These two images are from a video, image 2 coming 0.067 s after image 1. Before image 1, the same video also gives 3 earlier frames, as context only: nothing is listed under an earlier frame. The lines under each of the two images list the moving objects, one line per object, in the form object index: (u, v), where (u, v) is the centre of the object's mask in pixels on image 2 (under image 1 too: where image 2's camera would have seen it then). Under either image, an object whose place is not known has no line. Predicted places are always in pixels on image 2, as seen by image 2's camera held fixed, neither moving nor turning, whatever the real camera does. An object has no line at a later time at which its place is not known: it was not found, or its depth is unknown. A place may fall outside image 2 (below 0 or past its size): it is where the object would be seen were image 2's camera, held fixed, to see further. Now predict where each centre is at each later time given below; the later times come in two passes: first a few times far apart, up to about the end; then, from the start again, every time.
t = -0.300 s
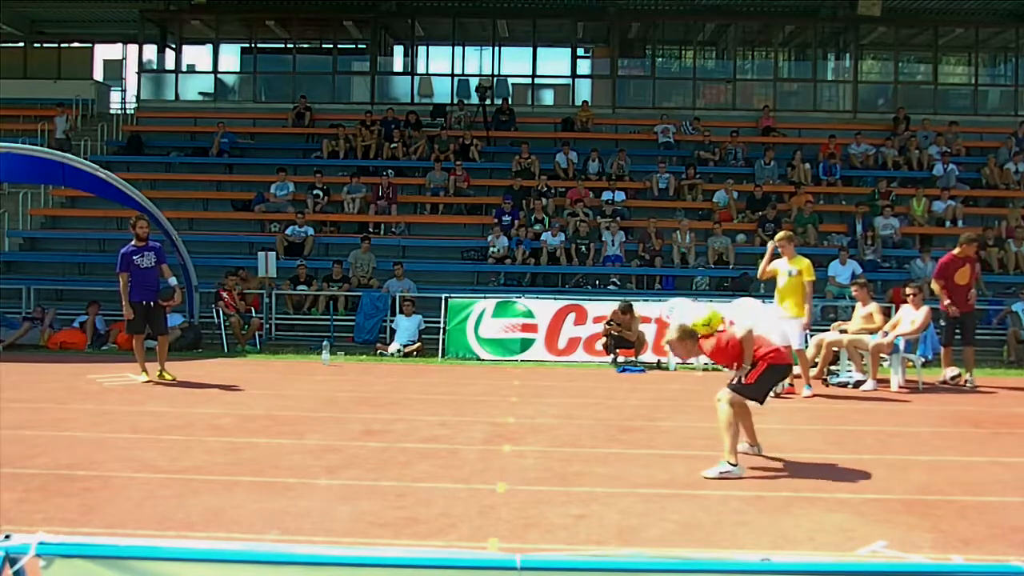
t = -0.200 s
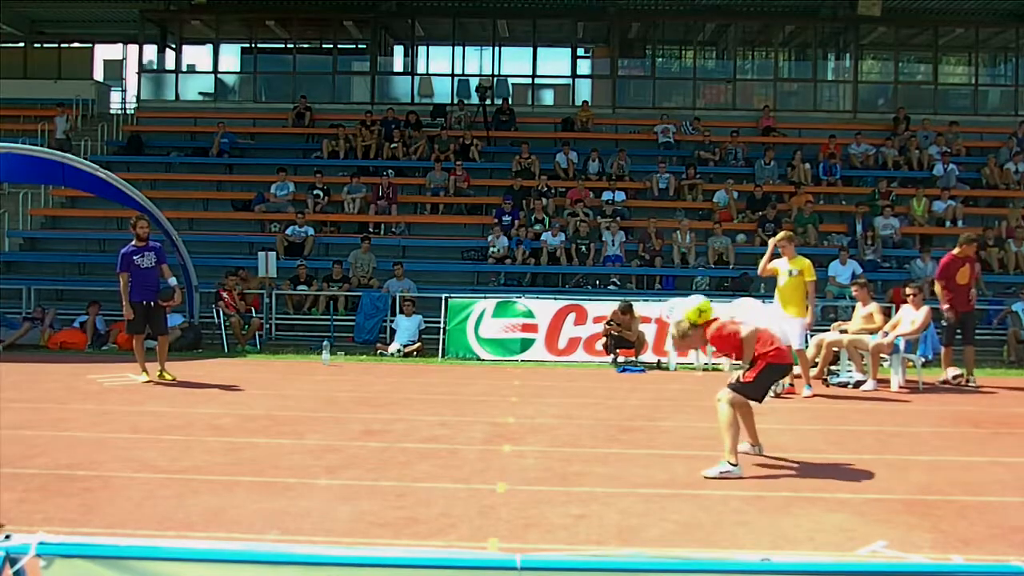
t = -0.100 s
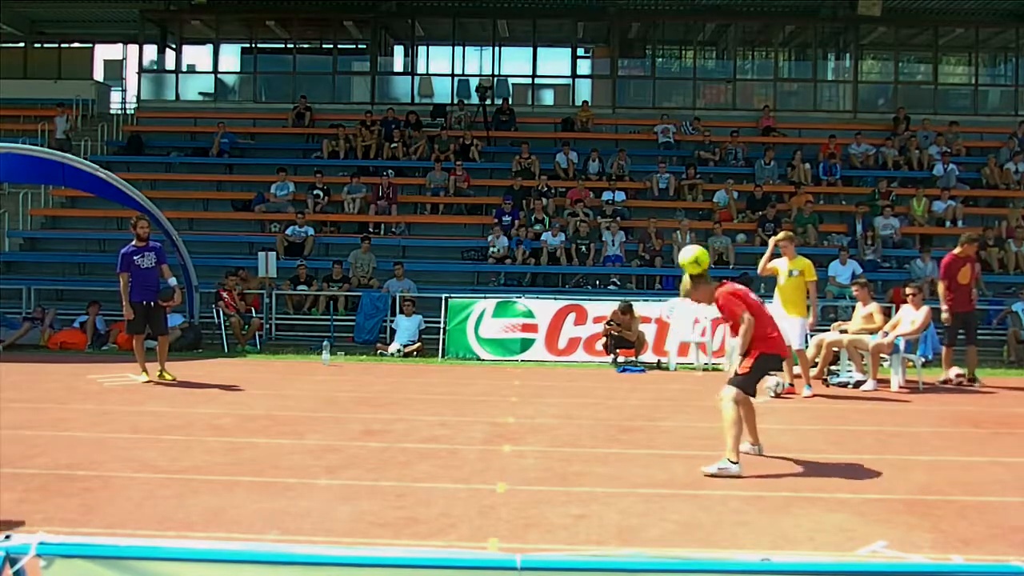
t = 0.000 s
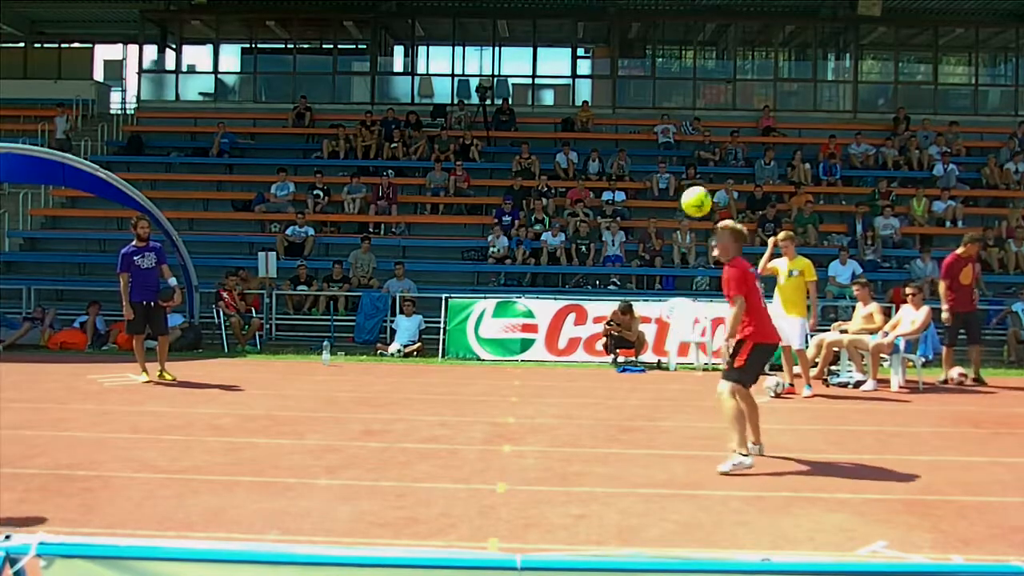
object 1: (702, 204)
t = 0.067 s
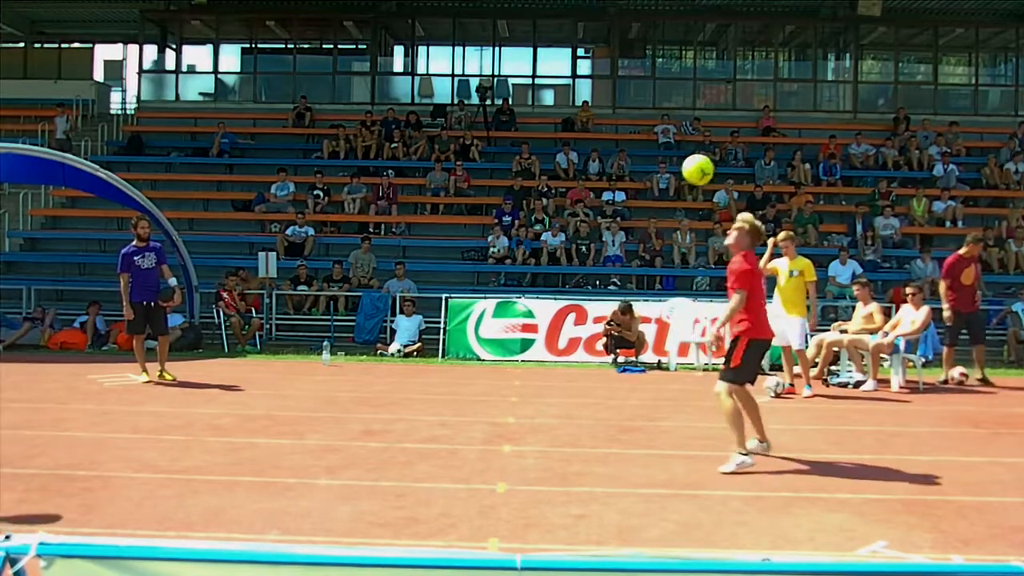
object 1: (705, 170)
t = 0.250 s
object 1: (708, 111)
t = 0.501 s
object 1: (706, 109)
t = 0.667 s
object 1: (706, 153)
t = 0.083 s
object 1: (703, 163)
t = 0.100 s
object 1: (705, 157)
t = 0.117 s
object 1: (705, 150)
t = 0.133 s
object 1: (702, 145)
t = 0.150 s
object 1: (705, 140)
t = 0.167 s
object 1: (705, 134)
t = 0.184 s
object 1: (703, 129)
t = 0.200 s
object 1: (706, 125)
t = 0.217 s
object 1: (707, 120)
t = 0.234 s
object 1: (707, 115)
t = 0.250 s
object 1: (708, 111)
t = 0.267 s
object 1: (709, 108)
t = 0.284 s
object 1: (704, 108)
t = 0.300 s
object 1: (706, 106)
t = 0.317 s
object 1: (707, 104)
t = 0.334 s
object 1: (707, 102)
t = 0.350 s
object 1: (708, 100)
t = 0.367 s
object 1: (708, 100)
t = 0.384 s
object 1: (707, 101)
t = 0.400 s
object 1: (707, 101)
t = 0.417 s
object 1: (709, 101)
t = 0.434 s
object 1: (710, 101)
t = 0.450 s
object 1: (710, 101)
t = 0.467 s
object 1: (710, 102)
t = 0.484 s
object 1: (705, 106)
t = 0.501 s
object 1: (706, 109)
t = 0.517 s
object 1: (706, 112)
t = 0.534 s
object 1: (706, 115)
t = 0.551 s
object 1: (707, 119)
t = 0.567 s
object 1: (708, 122)
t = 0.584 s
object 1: (710, 125)
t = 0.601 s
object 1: (706, 131)
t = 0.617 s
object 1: (708, 136)
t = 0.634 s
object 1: (704, 141)
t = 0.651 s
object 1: (707, 149)
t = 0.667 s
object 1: (706, 153)
